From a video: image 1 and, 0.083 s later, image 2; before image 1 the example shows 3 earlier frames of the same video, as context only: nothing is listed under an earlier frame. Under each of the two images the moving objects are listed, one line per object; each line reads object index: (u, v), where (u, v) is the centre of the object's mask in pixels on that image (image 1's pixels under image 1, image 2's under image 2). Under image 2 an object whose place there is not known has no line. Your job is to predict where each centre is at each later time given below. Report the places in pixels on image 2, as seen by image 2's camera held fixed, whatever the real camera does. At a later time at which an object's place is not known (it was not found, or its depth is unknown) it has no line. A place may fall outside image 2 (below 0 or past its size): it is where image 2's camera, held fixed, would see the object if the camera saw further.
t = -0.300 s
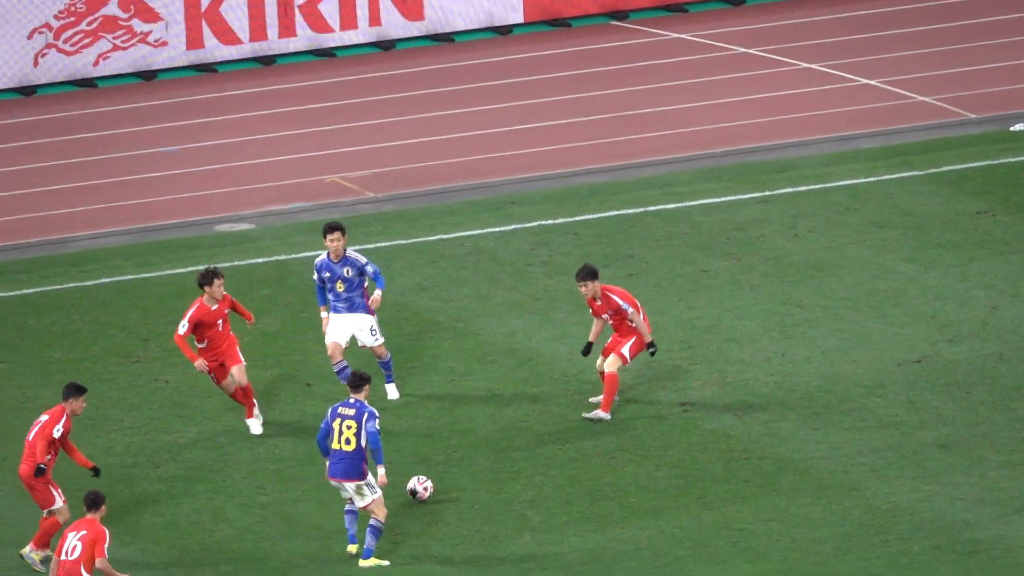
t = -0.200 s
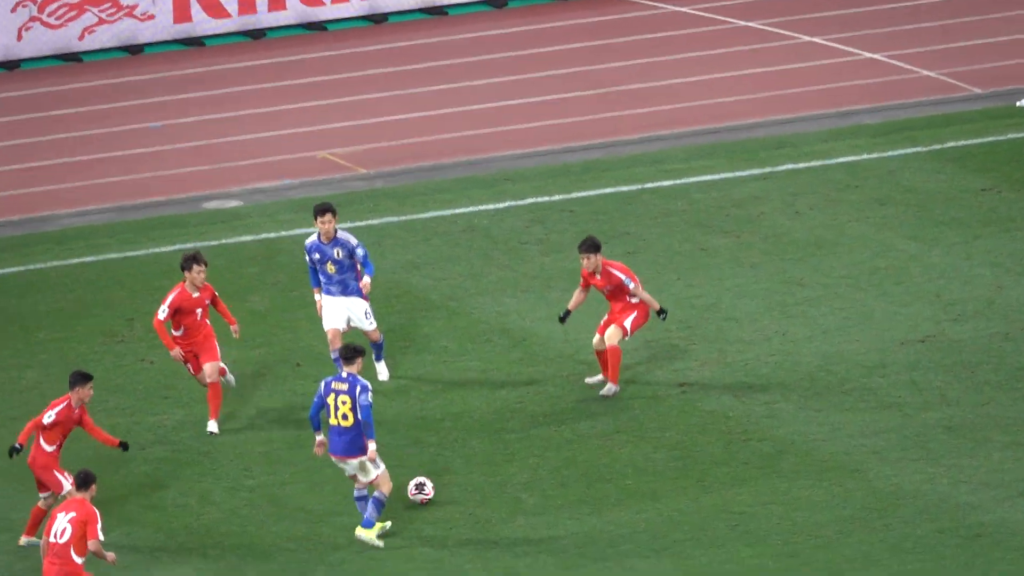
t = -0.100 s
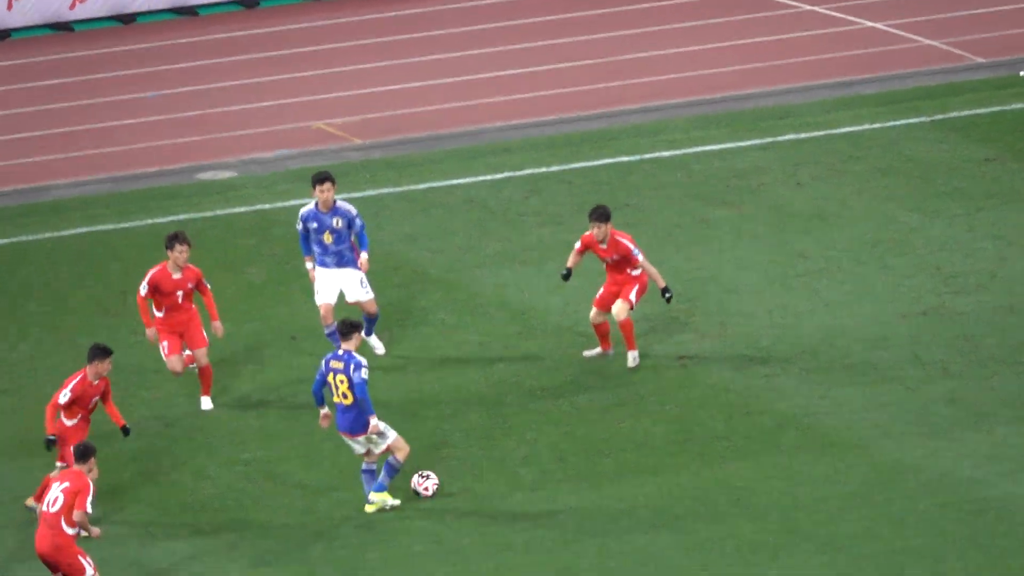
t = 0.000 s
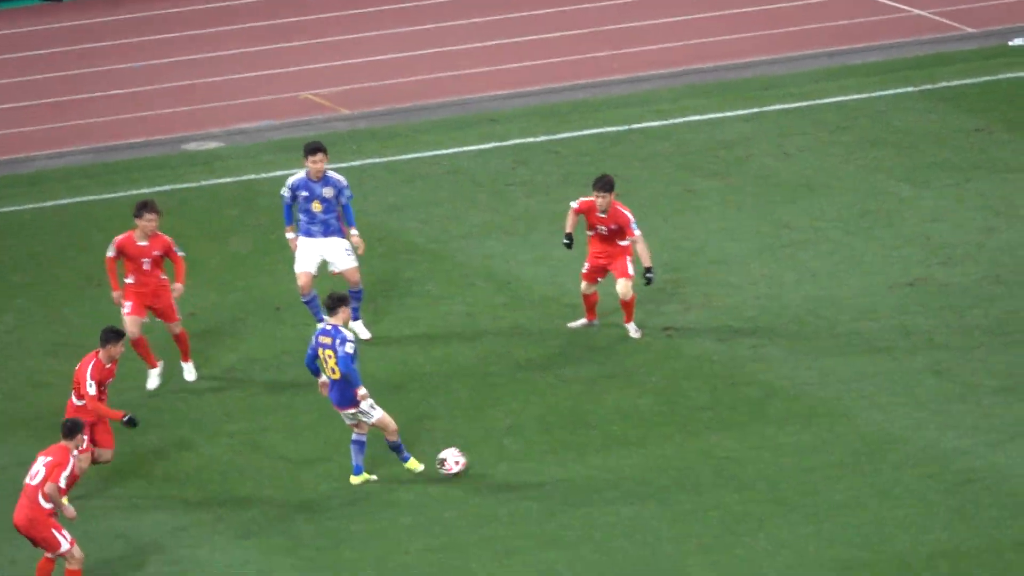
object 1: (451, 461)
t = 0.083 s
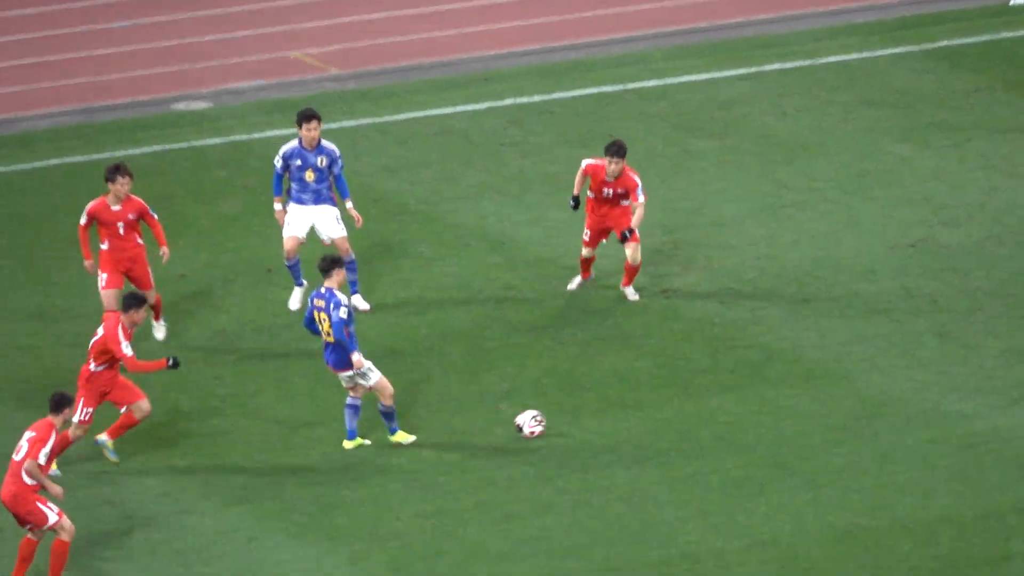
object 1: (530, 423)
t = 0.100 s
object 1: (546, 423)
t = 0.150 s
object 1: (591, 419)
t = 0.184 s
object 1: (623, 418)
